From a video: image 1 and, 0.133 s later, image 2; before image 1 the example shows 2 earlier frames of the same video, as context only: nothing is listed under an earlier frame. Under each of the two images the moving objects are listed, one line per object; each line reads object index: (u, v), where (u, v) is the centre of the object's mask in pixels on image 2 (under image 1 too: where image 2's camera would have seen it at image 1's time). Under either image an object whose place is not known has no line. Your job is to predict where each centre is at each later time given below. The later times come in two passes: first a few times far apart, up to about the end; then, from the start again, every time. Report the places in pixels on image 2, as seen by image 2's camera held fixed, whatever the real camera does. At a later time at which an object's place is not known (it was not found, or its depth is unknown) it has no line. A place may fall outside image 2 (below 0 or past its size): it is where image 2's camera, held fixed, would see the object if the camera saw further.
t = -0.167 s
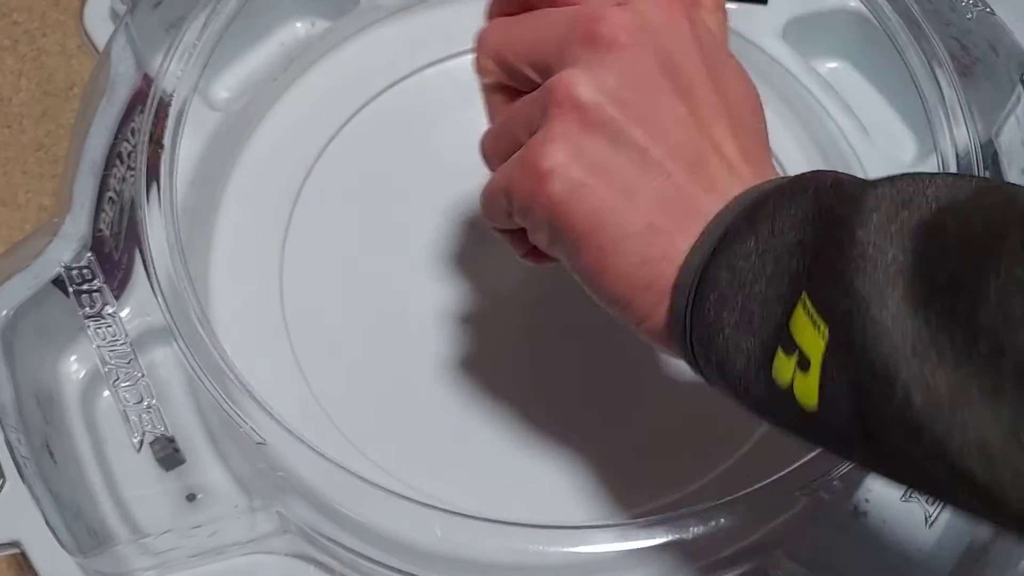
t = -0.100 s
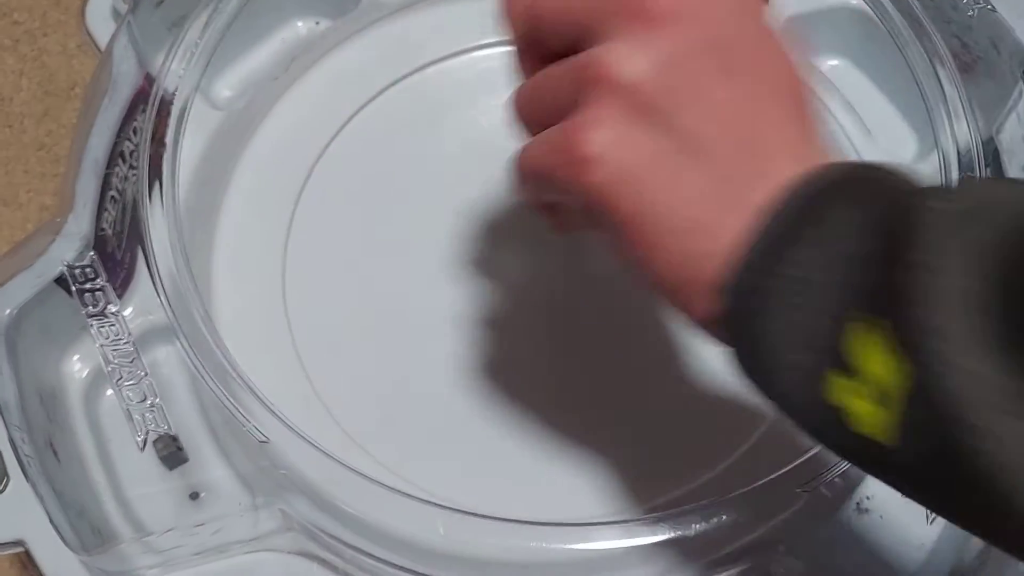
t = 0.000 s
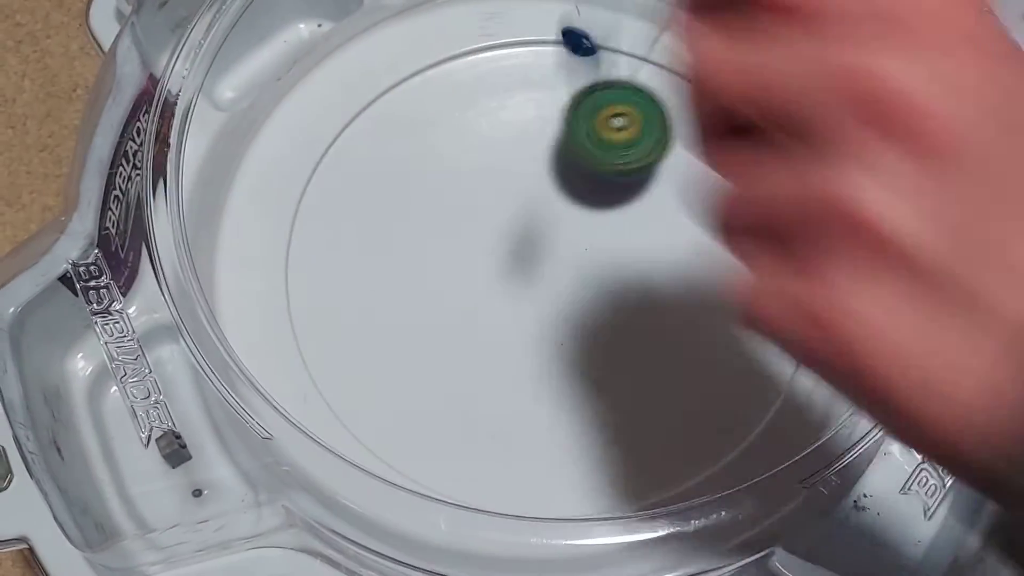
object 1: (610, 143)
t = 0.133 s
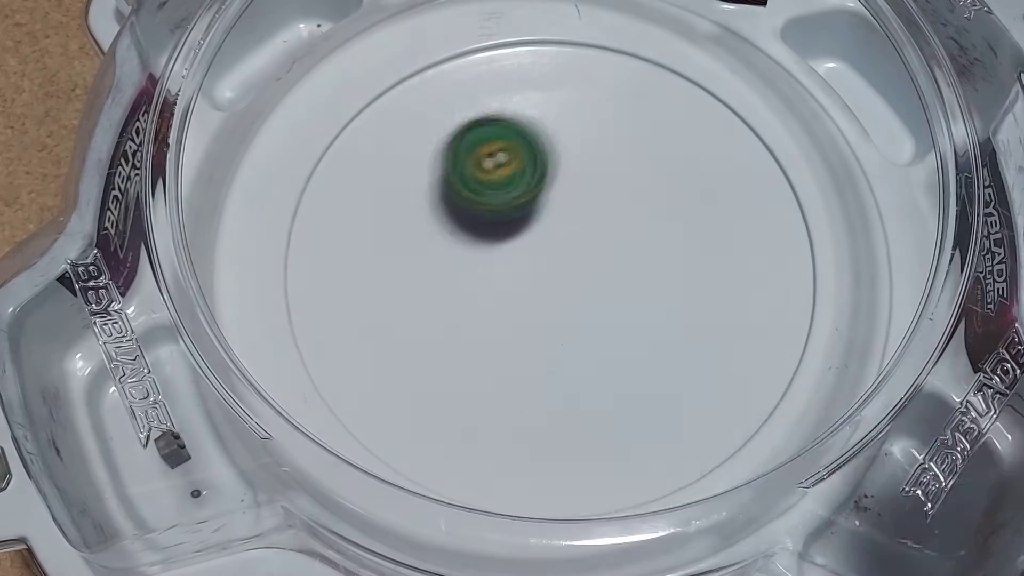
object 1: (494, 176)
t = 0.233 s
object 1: (398, 250)
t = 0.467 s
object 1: (505, 473)
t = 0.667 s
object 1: (788, 291)
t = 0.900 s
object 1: (525, 46)
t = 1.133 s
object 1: (388, 433)
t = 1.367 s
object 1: (804, 263)
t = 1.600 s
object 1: (484, 50)
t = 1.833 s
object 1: (316, 350)
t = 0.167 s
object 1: (457, 196)
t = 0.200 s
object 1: (425, 221)
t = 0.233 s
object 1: (398, 250)
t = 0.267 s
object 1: (378, 288)
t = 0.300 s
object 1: (368, 328)
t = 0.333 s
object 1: (369, 369)
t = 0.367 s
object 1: (384, 407)
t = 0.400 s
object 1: (406, 446)
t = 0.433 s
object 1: (448, 467)
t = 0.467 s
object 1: (505, 473)
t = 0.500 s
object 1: (562, 468)
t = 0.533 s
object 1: (625, 454)
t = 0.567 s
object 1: (682, 428)
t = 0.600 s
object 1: (729, 390)
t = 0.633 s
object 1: (766, 342)
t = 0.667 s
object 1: (788, 291)
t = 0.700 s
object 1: (797, 238)
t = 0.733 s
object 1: (789, 187)
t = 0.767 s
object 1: (755, 141)
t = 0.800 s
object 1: (714, 96)
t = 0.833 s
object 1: (662, 61)
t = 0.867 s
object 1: (594, 48)
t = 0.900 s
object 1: (525, 46)
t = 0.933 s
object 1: (450, 55)
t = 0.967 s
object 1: (384, 89)
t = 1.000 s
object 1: (330, 148)
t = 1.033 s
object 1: (300, 220)
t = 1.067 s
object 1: (298, 298)
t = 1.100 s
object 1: (331, 372)
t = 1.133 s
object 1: (388, 433)
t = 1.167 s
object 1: (470, 474)
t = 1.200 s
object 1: (559, 486)
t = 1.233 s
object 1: (643, 471)
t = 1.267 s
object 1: (712, 433)
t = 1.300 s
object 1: (764, 385)
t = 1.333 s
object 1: (794, 326)
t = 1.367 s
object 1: (804, 263)
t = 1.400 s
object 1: (793, 202)
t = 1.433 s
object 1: (766, 150)
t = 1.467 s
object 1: (724, 103)
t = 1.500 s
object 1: (673, 67)
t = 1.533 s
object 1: (611, 50)
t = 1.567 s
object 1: (546, 47)
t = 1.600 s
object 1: (484, 50)
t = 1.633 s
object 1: (431, 61)
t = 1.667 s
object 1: (382, 88)
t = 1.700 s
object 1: (340, 128)
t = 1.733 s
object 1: (312, 178)
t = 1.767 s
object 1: (296, 235)
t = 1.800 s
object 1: (299, 294)
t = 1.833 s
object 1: (316, 350)
